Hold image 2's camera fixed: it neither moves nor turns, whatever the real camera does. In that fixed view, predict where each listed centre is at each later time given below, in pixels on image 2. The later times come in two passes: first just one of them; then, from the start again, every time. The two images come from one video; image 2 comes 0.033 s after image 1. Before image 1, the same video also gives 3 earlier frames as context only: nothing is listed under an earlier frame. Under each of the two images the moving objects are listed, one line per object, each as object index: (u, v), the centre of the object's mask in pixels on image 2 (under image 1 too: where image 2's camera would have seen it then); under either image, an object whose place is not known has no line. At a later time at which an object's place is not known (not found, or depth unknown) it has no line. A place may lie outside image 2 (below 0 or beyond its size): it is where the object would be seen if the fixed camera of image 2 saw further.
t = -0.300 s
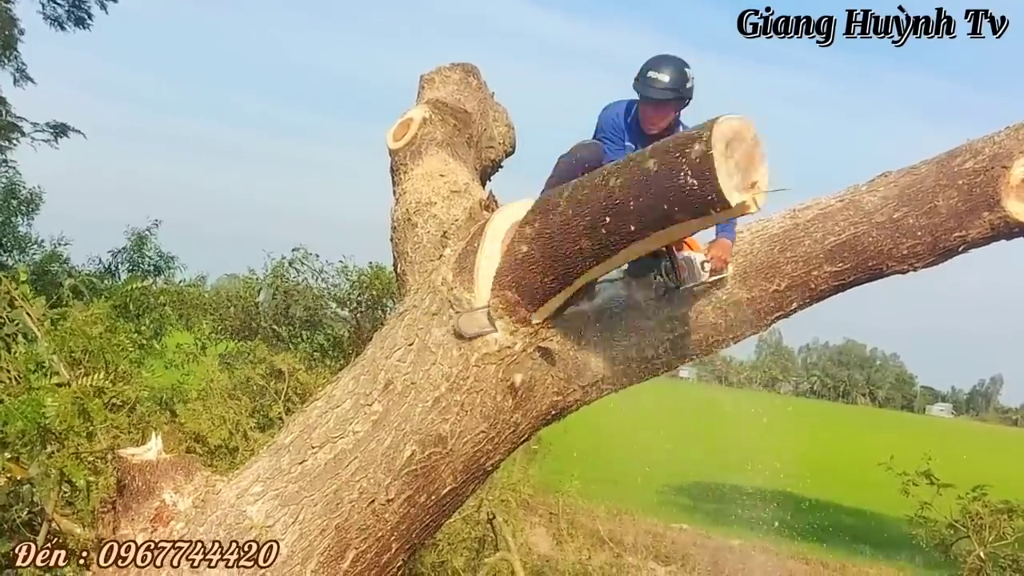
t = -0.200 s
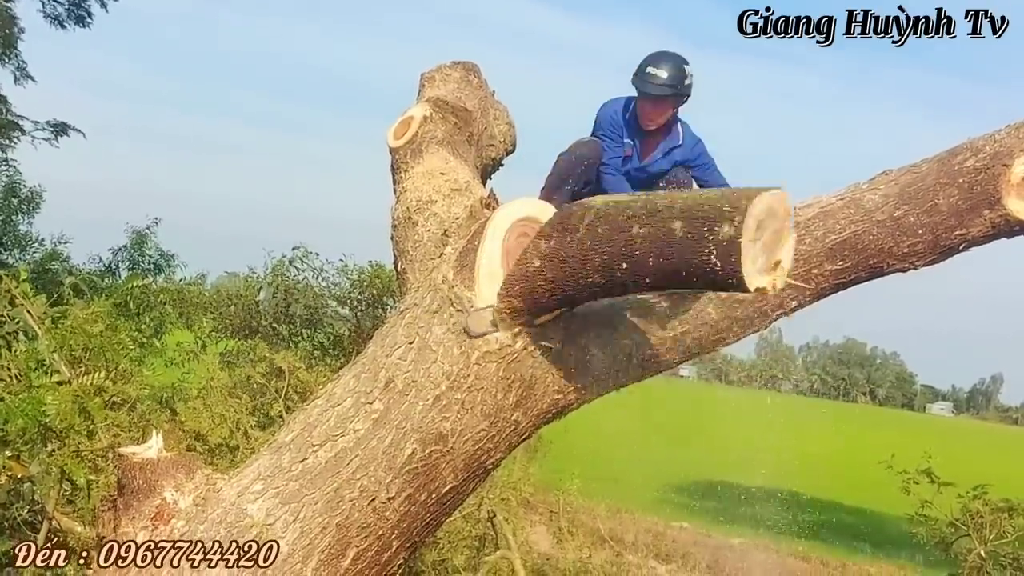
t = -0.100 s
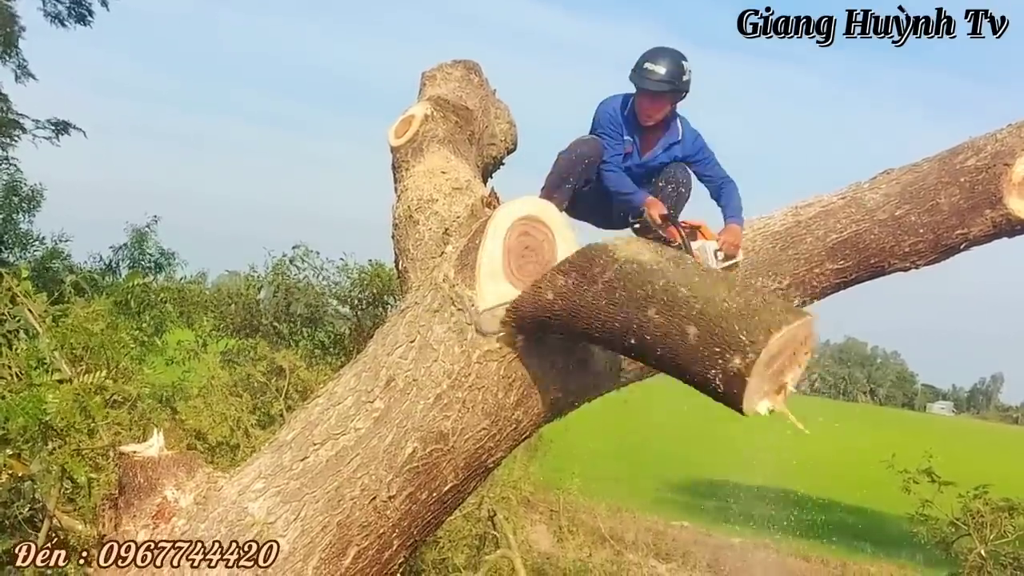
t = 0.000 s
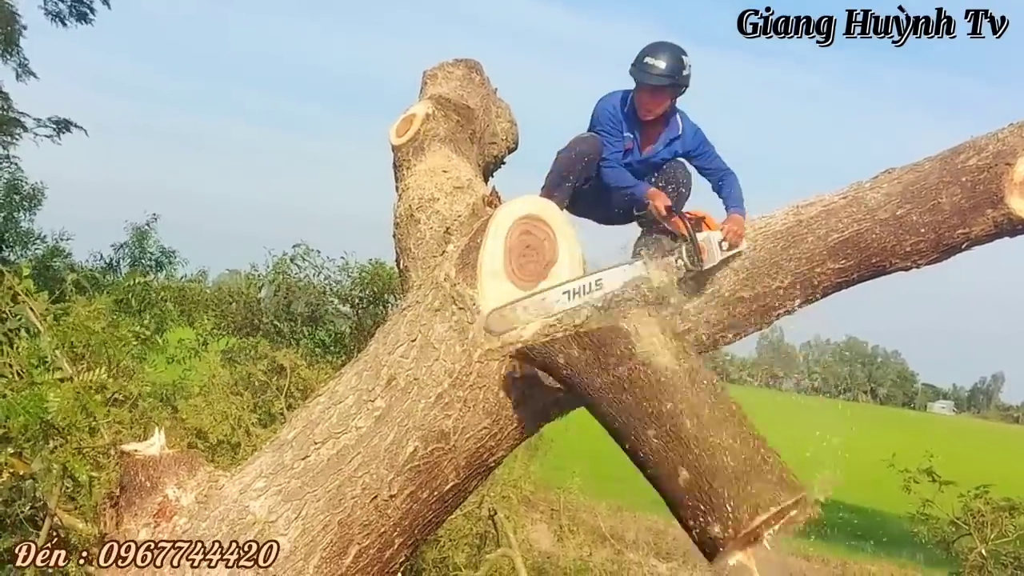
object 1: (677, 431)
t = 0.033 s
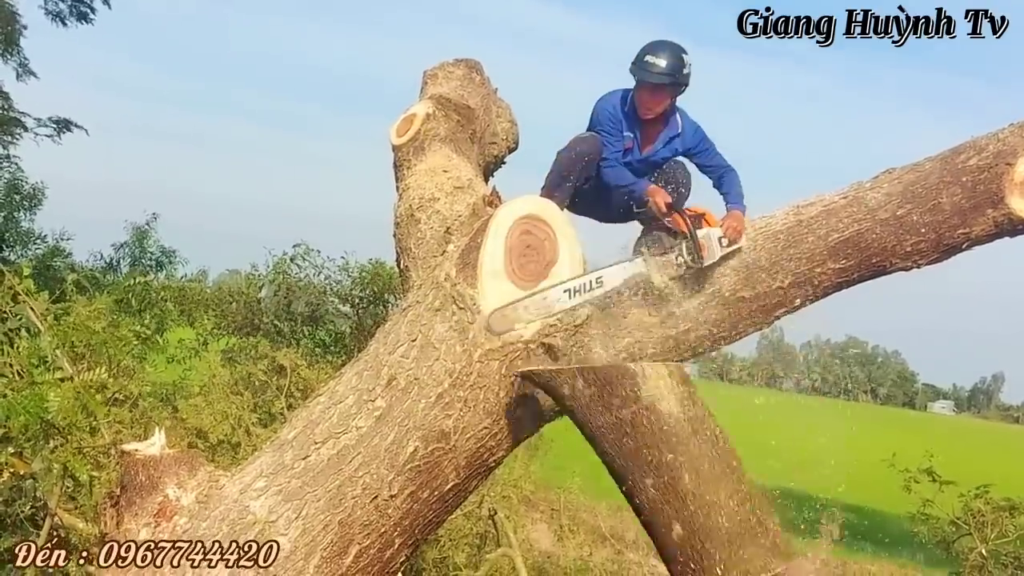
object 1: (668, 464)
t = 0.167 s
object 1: (622, 539)
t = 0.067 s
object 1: (652, 482)
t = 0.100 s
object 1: (639, 498)
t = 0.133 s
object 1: (630, 517)
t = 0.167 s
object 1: (622, 539)
